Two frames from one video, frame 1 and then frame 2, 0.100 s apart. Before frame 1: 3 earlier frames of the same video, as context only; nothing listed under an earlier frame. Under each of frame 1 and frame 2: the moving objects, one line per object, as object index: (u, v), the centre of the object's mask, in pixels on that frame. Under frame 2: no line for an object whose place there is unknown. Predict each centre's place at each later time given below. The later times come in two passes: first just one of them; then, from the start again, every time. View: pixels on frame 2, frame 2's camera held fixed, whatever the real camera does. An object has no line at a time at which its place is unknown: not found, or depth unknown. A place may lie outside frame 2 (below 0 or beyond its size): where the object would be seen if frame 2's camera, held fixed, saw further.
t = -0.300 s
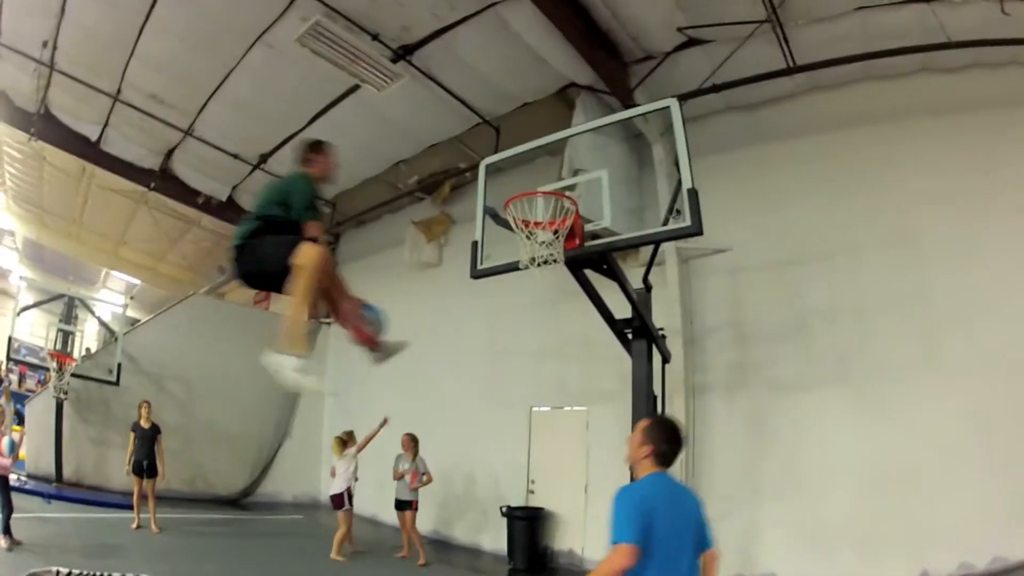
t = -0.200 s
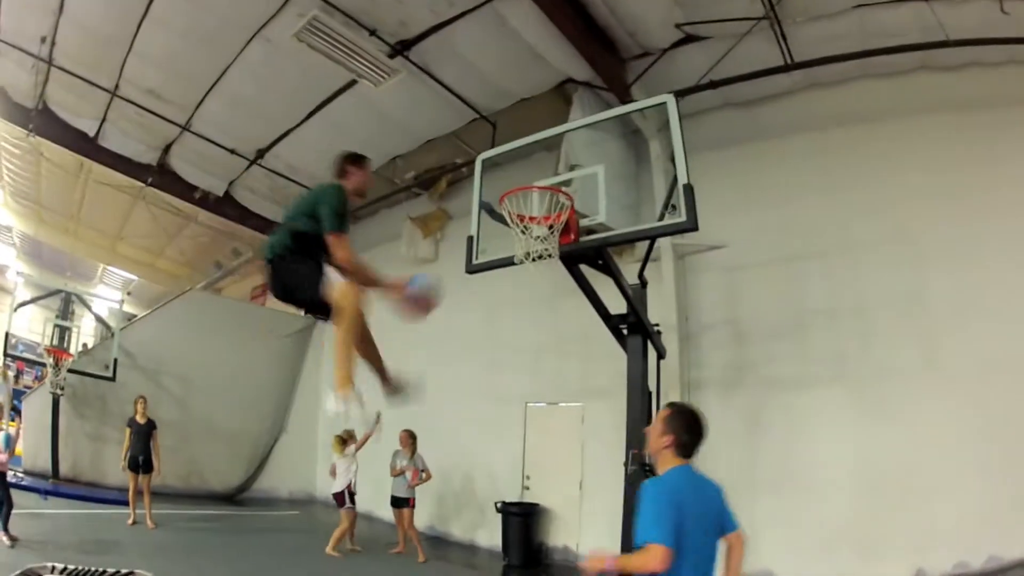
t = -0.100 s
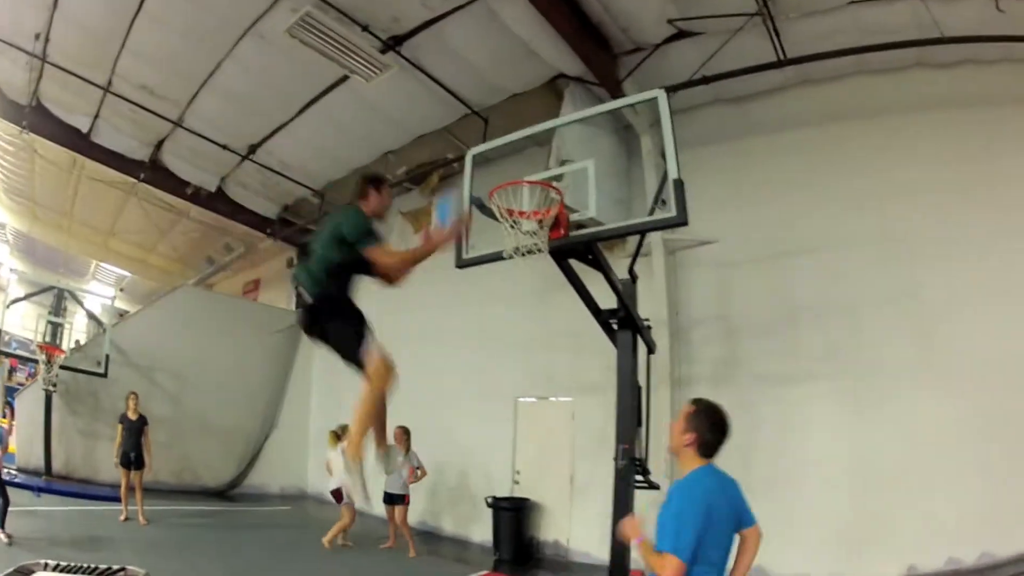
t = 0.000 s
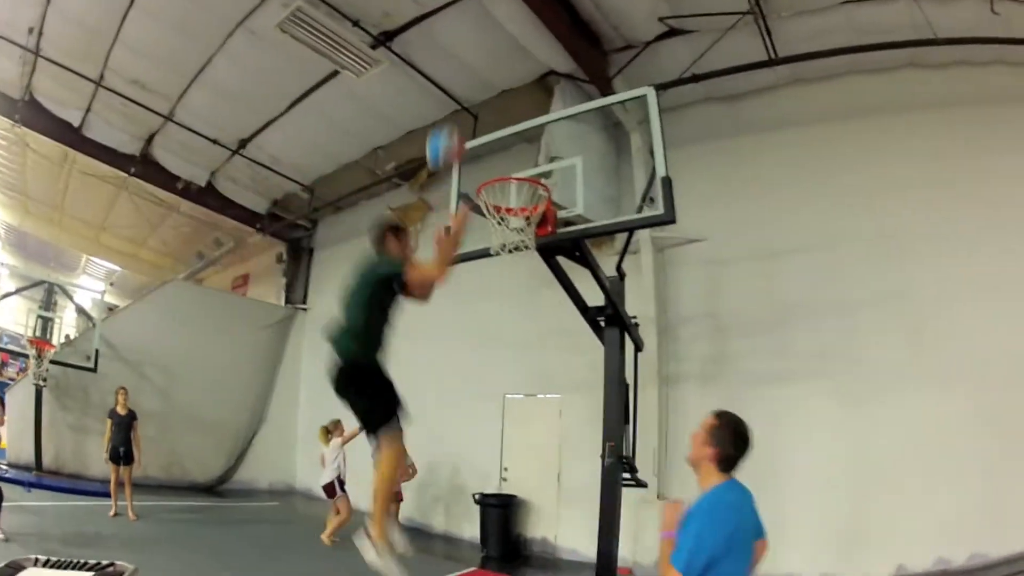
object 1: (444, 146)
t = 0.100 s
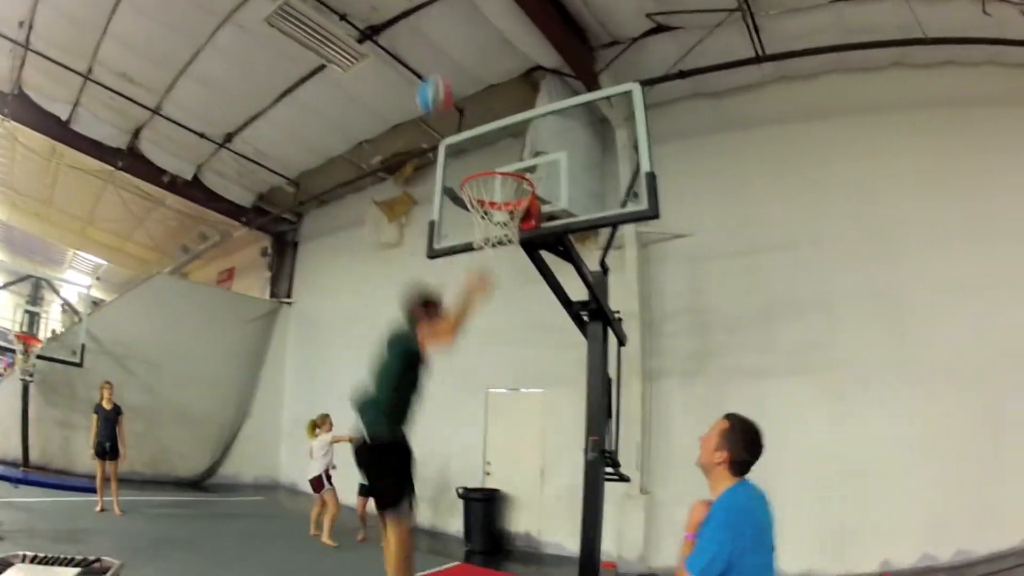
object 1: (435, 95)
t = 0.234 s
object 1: (440, 58)
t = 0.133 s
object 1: (437, 85)
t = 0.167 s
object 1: (438, 74)
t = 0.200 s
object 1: (438, 65)
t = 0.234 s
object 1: (440, 58)
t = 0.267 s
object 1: (440, 52)
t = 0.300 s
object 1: (441, 48)
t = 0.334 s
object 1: (442, 44)
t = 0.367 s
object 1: (442, 42)
